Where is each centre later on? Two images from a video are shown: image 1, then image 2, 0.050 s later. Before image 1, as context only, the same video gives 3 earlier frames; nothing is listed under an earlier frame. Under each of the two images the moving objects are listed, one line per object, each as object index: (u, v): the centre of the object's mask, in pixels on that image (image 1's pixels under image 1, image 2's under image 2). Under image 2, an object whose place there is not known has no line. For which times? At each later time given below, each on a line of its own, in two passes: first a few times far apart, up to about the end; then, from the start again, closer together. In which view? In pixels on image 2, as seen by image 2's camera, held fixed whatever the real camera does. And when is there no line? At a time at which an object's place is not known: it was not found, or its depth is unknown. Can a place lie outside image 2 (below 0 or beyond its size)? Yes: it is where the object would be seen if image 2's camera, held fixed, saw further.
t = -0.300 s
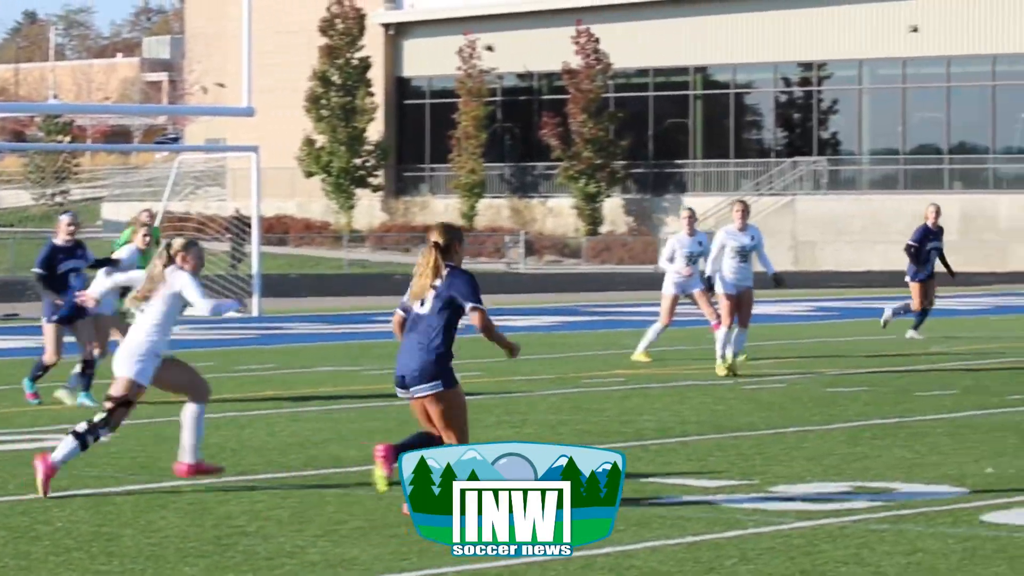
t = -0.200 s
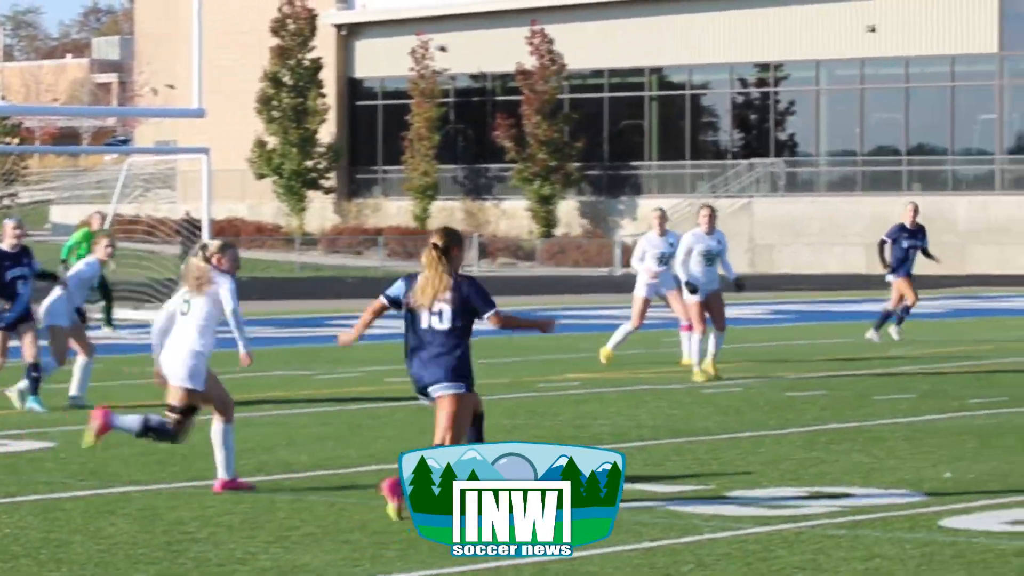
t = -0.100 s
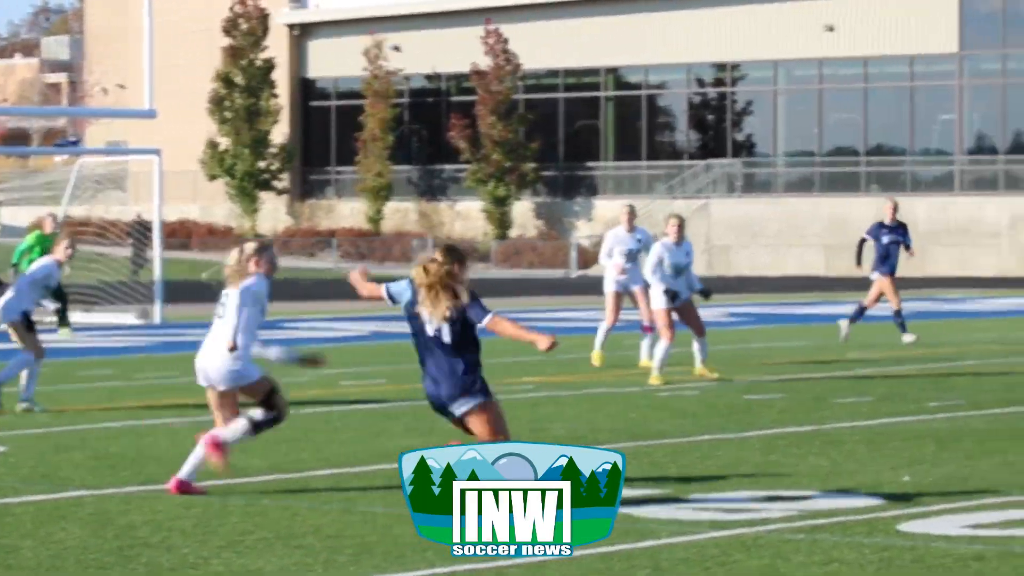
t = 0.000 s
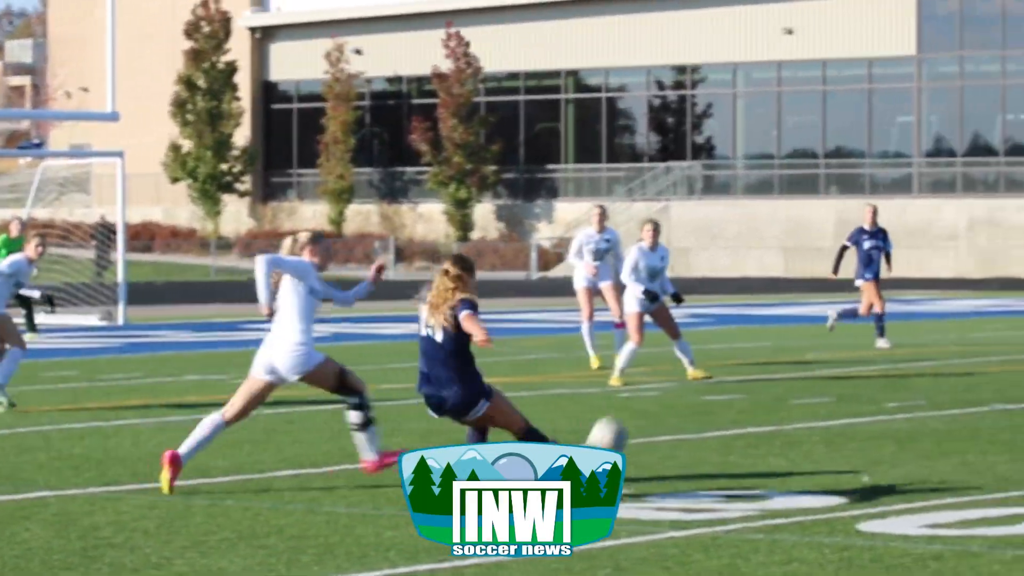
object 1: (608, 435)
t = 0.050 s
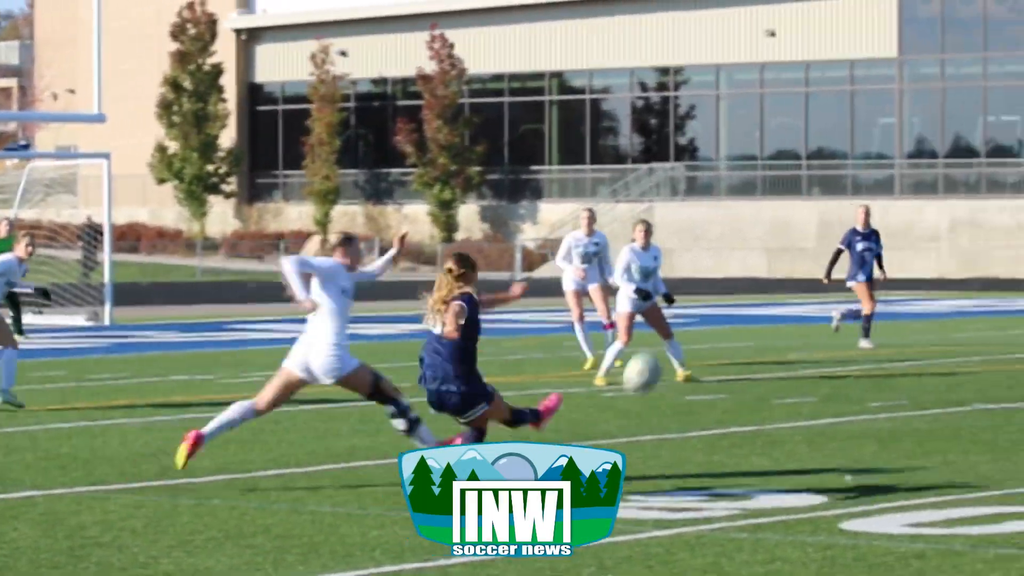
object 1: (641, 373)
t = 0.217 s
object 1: (773, 206)
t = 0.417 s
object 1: (879, 86)
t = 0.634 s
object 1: (953, 21)
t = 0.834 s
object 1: (999, 5)
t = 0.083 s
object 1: (672, 335)
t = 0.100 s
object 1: (687, 315)
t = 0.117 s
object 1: (701, 296)
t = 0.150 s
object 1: (727, 265)
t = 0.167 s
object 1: (740, 249)
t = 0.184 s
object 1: (751, 235)
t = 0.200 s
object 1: (762, 220)
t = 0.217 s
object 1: (773, 206)
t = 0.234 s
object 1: (783, 193)
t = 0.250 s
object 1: (793, 182)
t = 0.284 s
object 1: (811, 159)
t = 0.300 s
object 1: (819, 147)
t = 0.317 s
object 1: (830, 138)
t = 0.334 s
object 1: (839, 128)
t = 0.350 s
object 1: (848, 118)
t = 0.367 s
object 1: (856, 110)
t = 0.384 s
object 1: (864, 102)
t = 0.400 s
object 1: (871, 94)
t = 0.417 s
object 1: (879, 86)
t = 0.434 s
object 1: (886, 79)
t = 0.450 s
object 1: (894, 72)
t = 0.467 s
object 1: (900, 66)
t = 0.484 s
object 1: (907, 60)
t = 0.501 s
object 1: (912, 55)
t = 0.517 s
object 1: (917, 49)
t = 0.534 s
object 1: (924, 44)
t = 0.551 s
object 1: (928, 40)
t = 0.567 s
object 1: (934, 35)
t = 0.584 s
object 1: (939, 31)
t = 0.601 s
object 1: (944, 27)
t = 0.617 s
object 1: (949, 24)
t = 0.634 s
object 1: (953, 21)
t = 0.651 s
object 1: (958, 18)
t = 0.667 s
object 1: (962, 16)
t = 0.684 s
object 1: (966, 14)
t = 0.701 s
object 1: (970, 12)
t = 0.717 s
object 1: (974, 10)
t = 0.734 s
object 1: (978, 9)
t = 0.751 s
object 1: (981, 8)
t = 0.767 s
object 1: (986, 7)
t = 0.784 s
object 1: (989, 6)
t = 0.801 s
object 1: (993, 5)
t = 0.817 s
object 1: (995, 5)
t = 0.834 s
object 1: (999, 5)
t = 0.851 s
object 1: (1002, 4)
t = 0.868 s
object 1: (1004, 5)
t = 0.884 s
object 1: (1007, 6)
